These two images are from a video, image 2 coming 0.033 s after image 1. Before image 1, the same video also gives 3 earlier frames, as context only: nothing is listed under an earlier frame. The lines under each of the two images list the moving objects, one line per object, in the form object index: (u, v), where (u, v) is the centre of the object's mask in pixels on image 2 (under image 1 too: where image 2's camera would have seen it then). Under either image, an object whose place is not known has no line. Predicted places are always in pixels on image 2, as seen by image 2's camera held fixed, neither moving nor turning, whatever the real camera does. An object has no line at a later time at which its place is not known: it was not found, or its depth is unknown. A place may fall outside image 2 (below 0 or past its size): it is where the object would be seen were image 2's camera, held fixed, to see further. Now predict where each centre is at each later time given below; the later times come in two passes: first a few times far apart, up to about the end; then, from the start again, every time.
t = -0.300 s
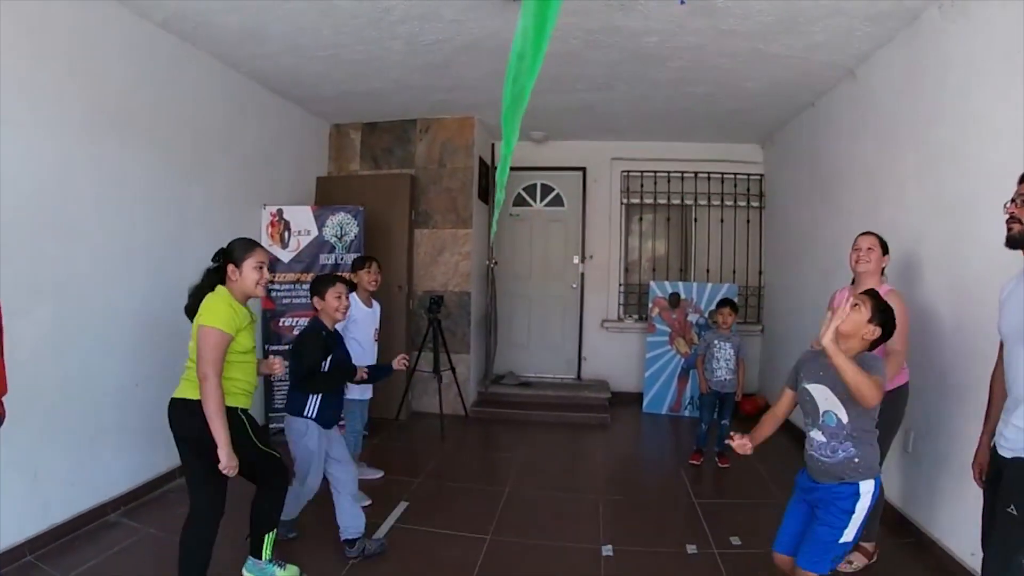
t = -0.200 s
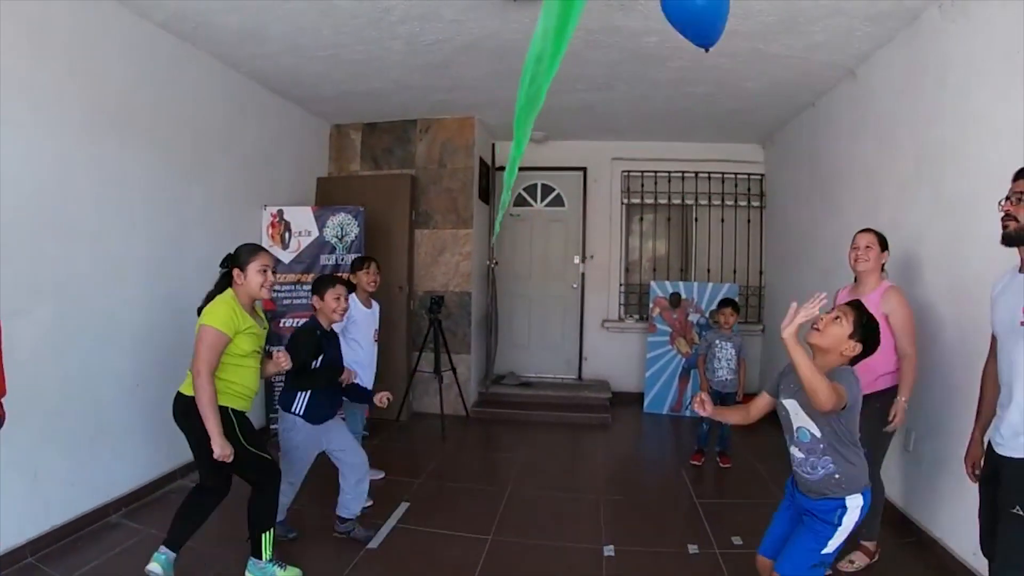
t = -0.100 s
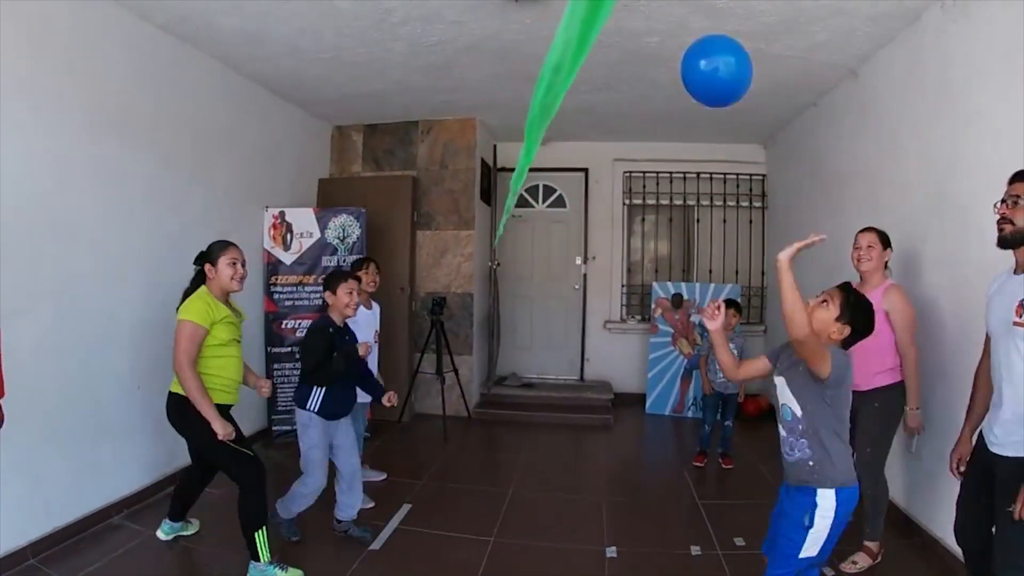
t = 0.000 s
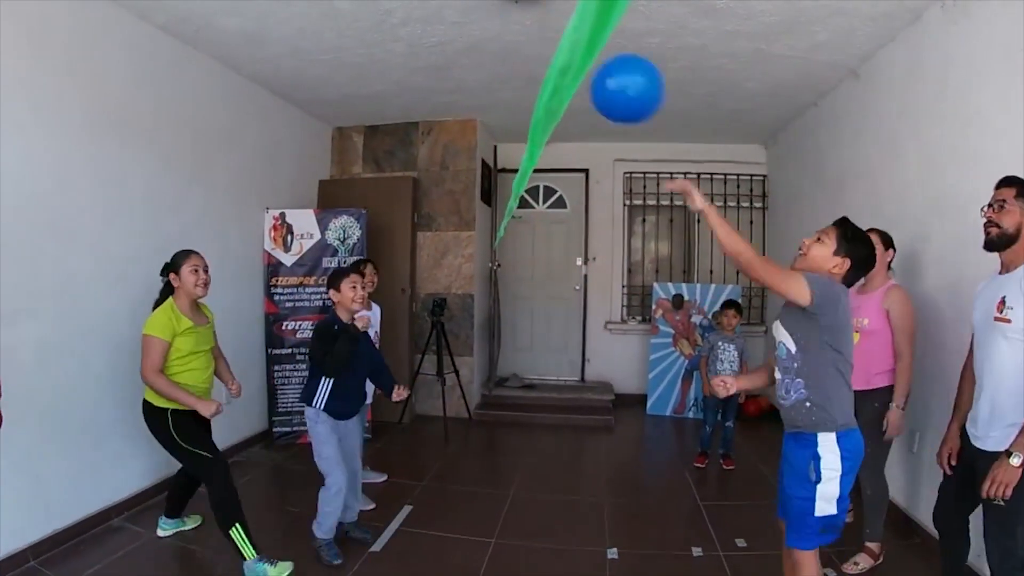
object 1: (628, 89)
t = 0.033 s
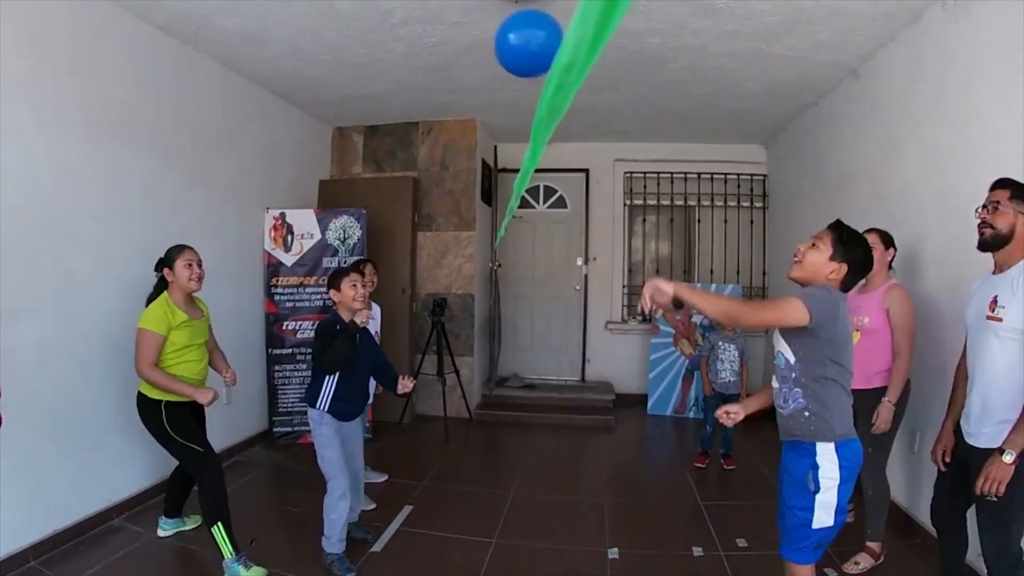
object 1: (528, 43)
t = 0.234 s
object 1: (347, 52)
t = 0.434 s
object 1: (315, 112)
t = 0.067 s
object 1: (471, 26)
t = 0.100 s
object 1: (431, 24)
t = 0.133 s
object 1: (398, 27)
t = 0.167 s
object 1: (374, 36)
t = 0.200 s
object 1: (358, 45)
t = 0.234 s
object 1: (347, 52)
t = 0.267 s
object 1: (339, 59)
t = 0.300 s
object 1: (332, 68)
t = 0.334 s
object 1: (327, 78)
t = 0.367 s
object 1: (323, 90)
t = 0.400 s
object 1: (319, 101)
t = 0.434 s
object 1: (315, 112)
